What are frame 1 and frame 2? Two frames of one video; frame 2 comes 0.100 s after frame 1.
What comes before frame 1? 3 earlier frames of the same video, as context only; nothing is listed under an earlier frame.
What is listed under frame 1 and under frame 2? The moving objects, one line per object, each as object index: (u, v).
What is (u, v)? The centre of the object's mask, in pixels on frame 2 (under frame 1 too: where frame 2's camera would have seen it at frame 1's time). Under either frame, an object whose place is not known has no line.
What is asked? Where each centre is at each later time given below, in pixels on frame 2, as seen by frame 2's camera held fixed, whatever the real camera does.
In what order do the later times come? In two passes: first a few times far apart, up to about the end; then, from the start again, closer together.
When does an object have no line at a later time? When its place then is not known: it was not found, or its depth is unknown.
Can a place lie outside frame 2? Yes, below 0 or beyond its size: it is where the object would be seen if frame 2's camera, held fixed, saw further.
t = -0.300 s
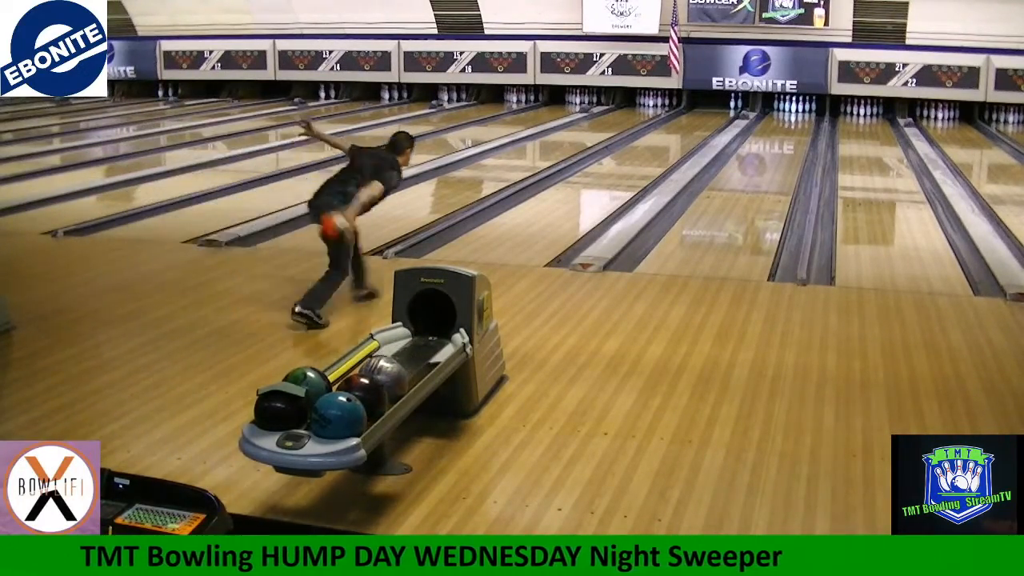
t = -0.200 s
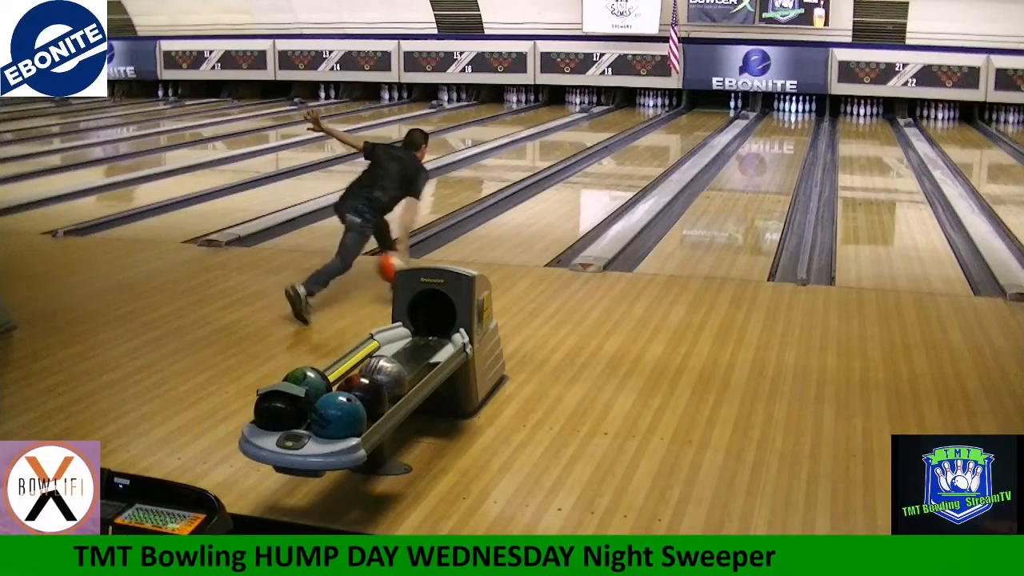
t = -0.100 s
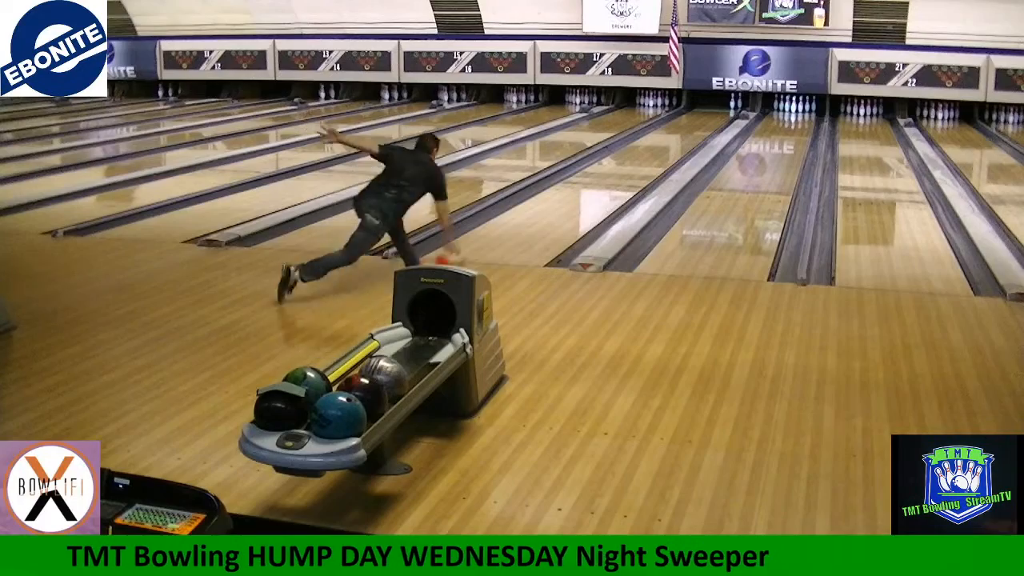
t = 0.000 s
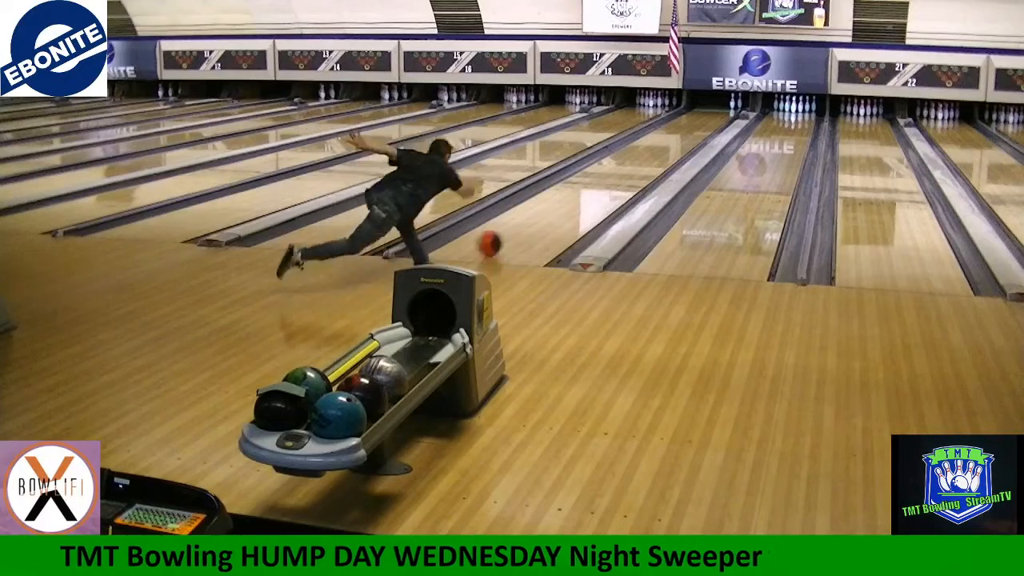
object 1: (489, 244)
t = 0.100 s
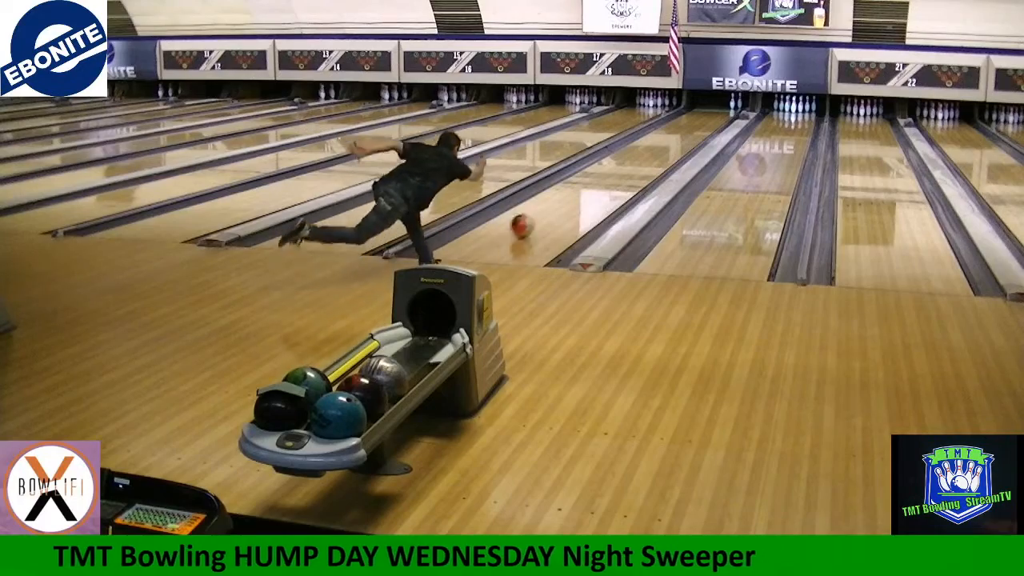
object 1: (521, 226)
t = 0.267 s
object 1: (566, 203)
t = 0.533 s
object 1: (619, 175)
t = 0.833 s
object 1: (659, 152)
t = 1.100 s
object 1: (685, 137)
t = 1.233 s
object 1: (695, 131)
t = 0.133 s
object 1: (531, 221)
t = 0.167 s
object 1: (540, 218)
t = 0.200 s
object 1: (550, 213)
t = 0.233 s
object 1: (559, 208)
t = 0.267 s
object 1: (566, 203)
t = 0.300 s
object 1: (574, 198)
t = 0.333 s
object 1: (581, 195)
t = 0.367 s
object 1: (587, 191)
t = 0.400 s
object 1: (593, 187)
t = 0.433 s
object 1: (599, 185)
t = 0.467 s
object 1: (607, 182)
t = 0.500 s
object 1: (613, 178)
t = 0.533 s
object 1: (619, 175)
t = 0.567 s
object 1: (624, 171)
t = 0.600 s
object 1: (628, 167)
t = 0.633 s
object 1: (632, 166)
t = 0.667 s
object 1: (637, 163)
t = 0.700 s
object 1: (642, 161)
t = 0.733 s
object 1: (646, 158)
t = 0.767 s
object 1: (651, 156)
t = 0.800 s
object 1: (655, 154)
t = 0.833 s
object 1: (659, 152)
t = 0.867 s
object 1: (663, 150)
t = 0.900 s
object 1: (665, 147)
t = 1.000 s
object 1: (676, 143)
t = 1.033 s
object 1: (679, 141)
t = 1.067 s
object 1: (682, 139)
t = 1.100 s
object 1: (685, 137)
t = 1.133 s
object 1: (687, 135)
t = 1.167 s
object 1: (690, 134)
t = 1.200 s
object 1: (693, 133)
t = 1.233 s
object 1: (695, 131)
